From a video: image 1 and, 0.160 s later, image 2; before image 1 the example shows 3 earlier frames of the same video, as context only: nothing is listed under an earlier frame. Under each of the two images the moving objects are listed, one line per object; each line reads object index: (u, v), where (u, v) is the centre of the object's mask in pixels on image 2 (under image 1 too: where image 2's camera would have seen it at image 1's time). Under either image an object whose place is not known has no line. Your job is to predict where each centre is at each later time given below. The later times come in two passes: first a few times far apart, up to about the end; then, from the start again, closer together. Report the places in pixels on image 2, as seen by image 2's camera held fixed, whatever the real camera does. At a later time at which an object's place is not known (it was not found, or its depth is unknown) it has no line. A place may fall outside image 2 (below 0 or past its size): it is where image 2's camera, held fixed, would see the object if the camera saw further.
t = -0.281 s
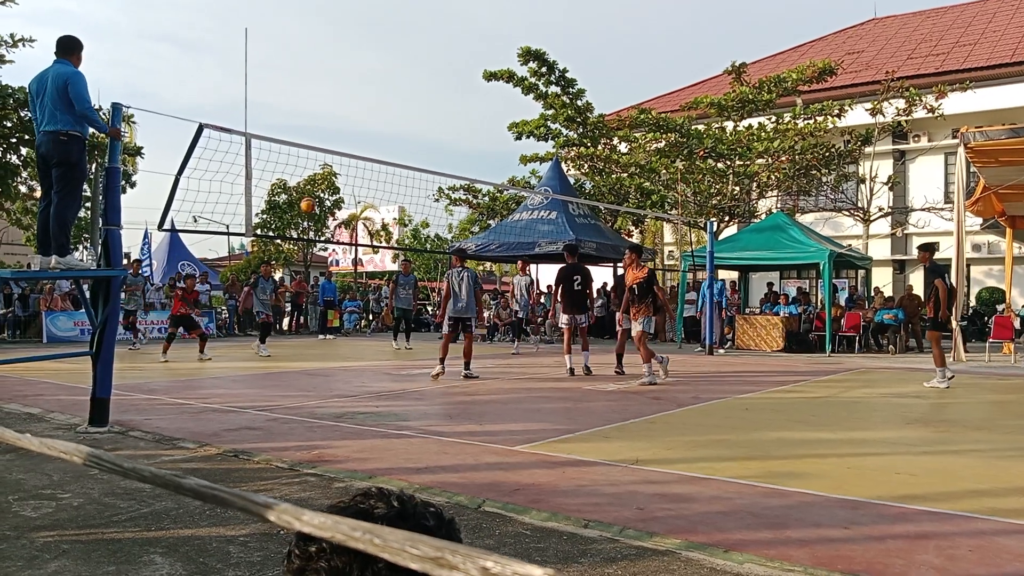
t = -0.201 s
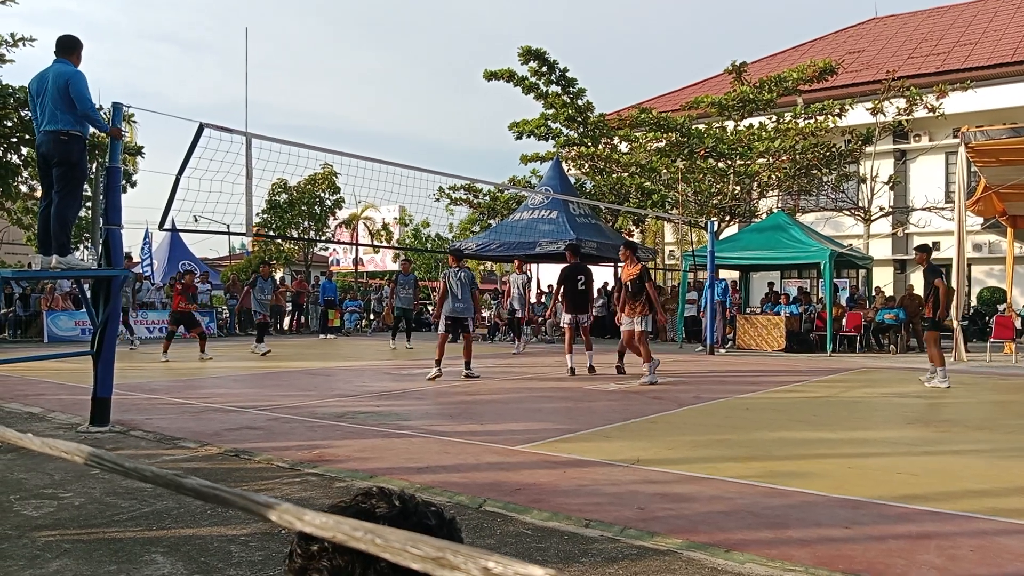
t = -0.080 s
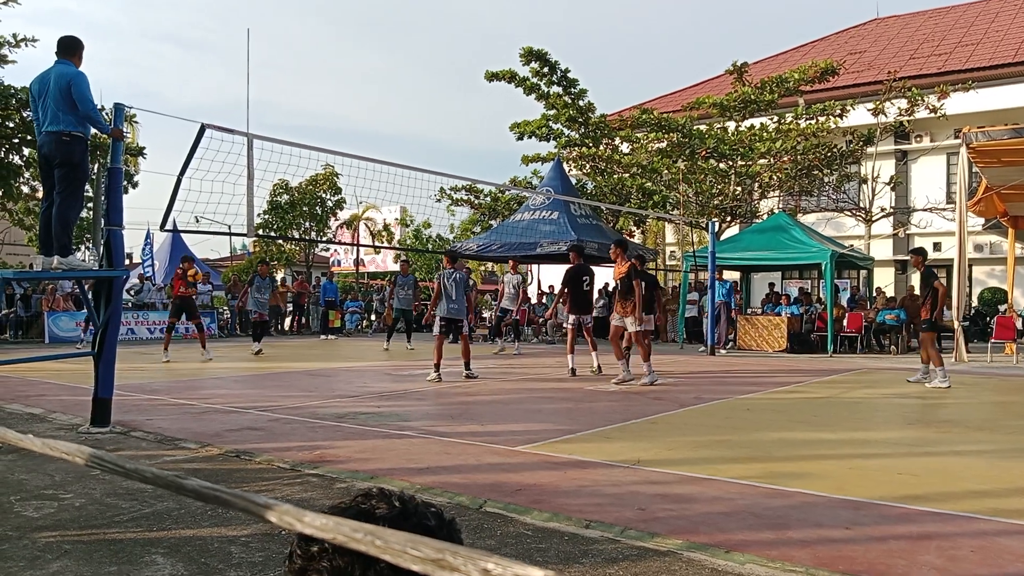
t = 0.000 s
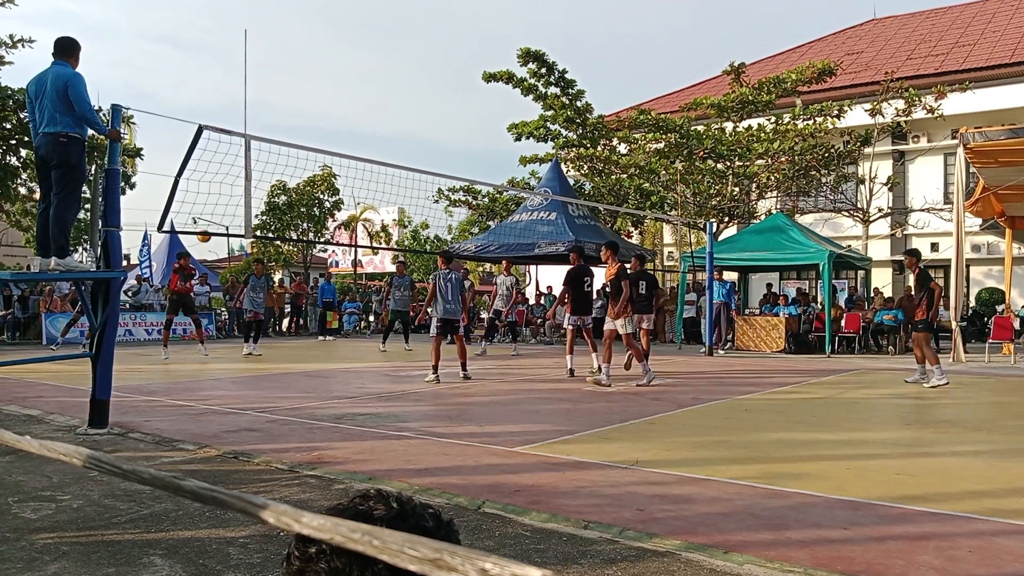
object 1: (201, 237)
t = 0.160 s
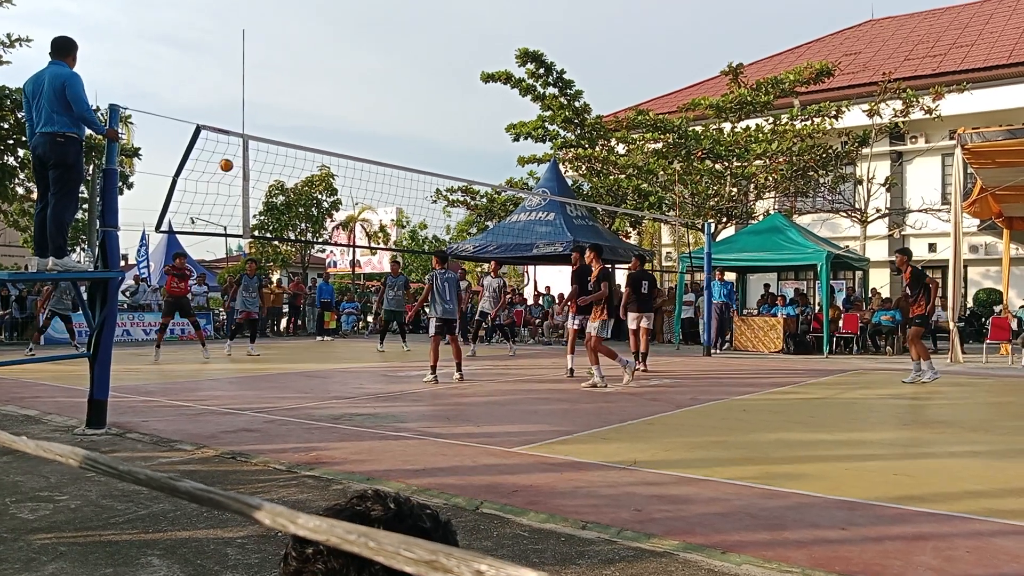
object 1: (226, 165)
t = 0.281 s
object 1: (244, 121)
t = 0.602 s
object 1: (289, 47)
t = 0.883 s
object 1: (329, 35)
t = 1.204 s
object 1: (376, 88)
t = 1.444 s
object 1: (411, 178)
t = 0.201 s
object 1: (232, 149)
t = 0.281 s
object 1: (244, 121)
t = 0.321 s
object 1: (249, 109)
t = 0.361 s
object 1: (255, 97)
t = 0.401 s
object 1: (260, 86)
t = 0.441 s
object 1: (266, 77)
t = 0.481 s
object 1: (272, 67)
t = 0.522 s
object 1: (278, 59)
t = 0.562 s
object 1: (283, 52)
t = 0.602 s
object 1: (289, 47)
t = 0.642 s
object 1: (294, 42)
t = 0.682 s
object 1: (300, 38)
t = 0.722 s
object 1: (306, 35)
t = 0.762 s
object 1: (312, 34)
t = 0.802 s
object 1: (317, 33)
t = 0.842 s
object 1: (323, 33)
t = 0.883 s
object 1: (329, 35)
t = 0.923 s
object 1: (335, 38)
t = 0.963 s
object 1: (341, 42)
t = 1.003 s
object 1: (346, 46)
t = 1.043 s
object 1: (352, 52)
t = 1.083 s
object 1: (358, 59)
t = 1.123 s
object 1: (364, 68)
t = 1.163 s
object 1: (370, 77)
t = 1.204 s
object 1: (376, 88)
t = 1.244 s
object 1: (382, 100)
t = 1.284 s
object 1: (388, 113)
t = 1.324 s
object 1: (393, 128)
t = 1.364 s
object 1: (399, 143)
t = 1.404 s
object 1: (405, 160)
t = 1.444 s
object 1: (411, 178)
